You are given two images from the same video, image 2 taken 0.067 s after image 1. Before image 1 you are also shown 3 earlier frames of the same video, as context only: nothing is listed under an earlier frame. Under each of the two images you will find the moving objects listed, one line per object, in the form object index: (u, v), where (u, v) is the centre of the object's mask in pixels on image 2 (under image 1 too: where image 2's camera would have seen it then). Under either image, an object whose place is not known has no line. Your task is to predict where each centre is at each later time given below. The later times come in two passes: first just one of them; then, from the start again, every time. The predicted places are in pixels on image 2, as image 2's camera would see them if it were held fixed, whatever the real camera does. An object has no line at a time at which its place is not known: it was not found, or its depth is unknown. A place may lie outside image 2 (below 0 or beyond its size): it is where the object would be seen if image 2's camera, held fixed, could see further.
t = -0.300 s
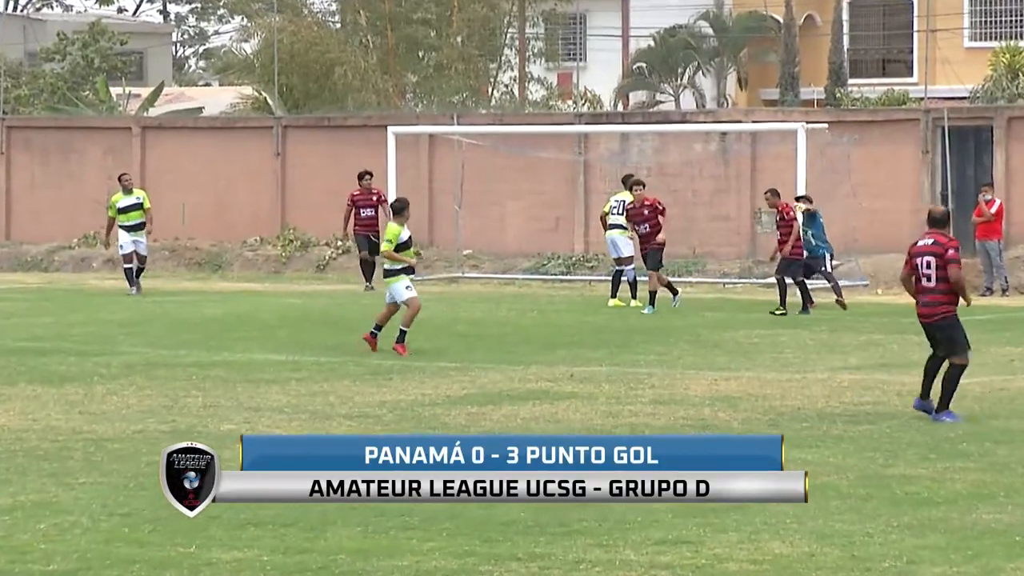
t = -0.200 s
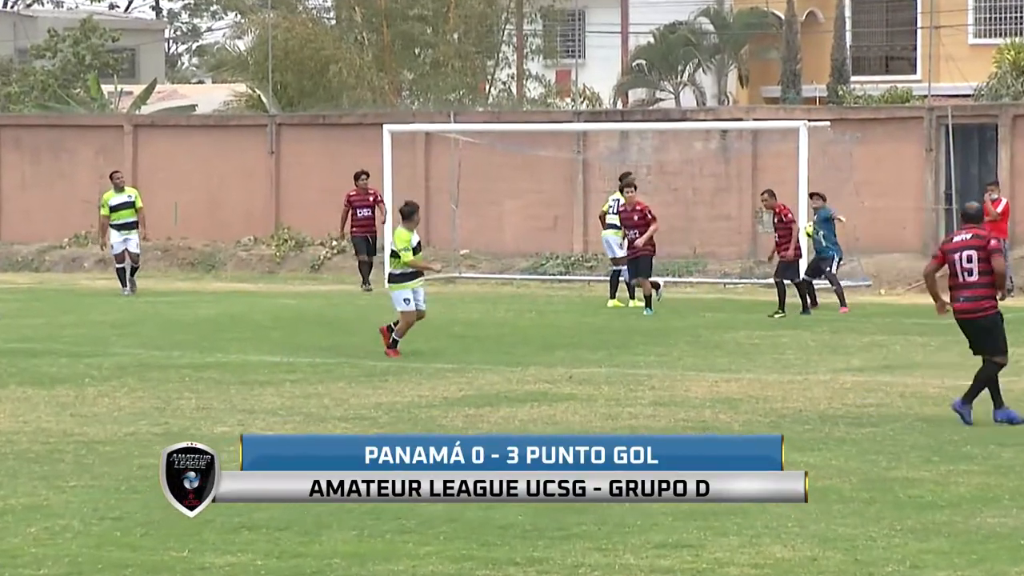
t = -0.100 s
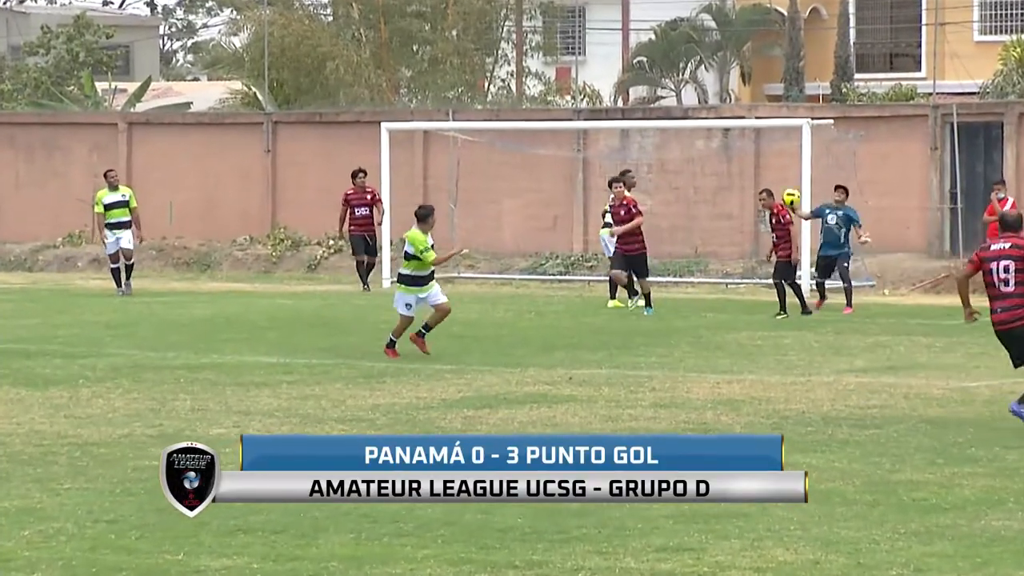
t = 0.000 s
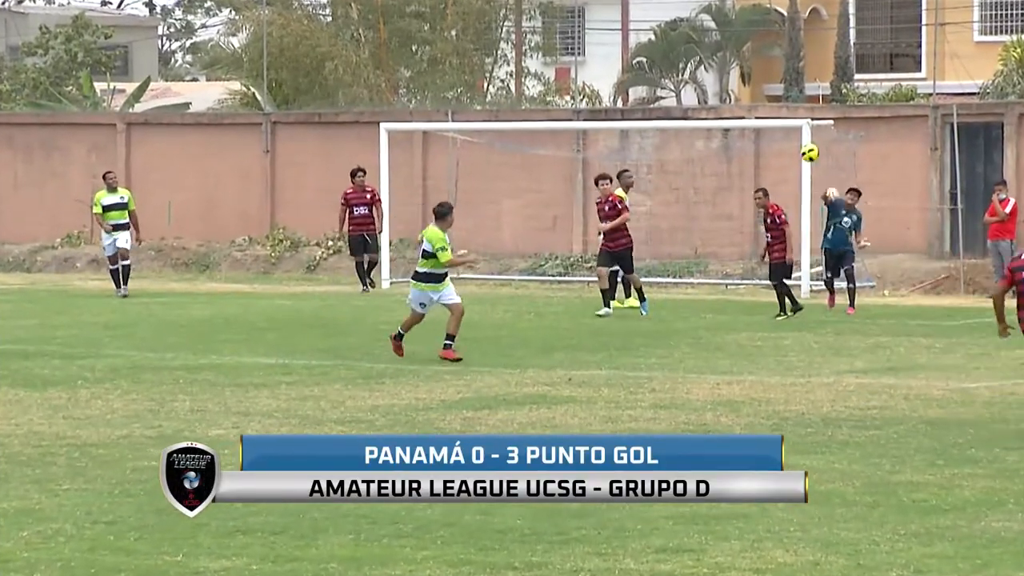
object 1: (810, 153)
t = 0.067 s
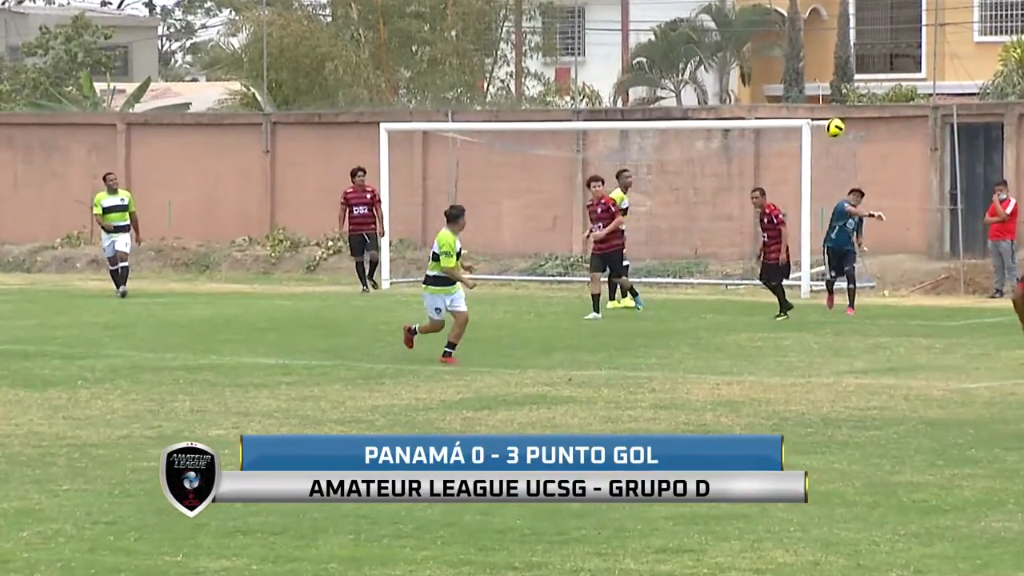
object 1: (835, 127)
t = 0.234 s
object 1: (886, 73)
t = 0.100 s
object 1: (846, 115)
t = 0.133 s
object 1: (858, 104)
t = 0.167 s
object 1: (870, 92)
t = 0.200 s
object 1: (881, 82)
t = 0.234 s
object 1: (886, 73)
